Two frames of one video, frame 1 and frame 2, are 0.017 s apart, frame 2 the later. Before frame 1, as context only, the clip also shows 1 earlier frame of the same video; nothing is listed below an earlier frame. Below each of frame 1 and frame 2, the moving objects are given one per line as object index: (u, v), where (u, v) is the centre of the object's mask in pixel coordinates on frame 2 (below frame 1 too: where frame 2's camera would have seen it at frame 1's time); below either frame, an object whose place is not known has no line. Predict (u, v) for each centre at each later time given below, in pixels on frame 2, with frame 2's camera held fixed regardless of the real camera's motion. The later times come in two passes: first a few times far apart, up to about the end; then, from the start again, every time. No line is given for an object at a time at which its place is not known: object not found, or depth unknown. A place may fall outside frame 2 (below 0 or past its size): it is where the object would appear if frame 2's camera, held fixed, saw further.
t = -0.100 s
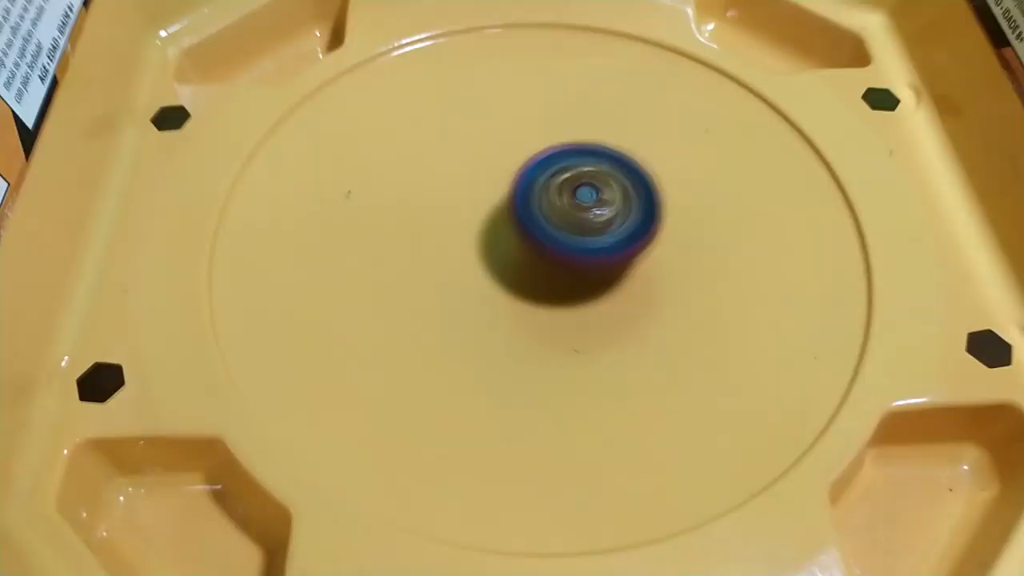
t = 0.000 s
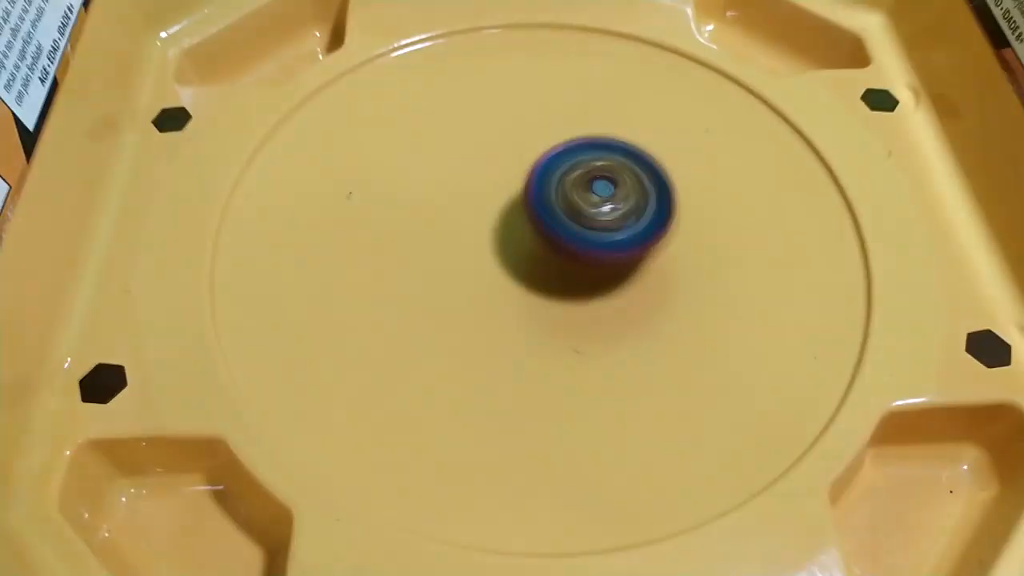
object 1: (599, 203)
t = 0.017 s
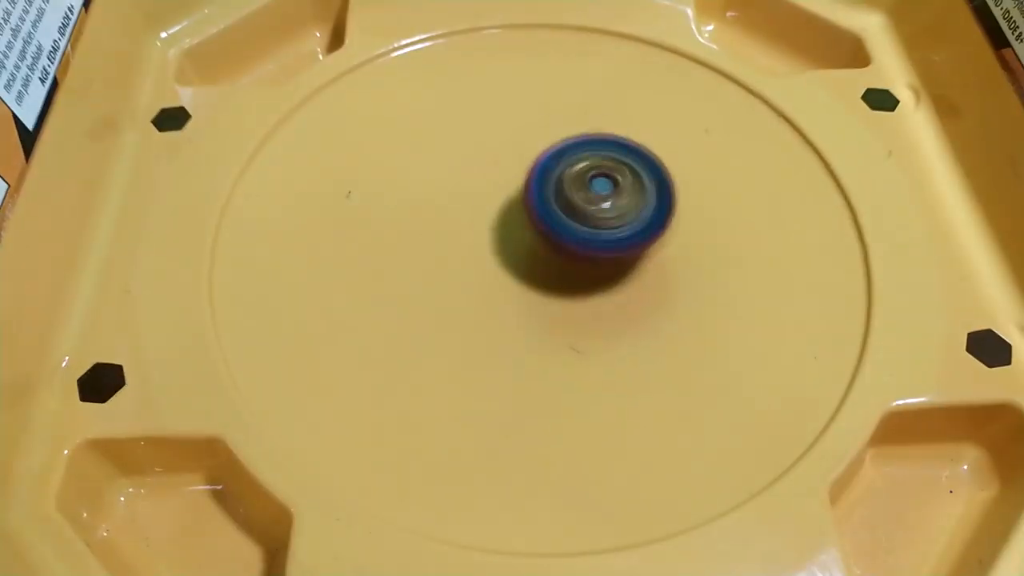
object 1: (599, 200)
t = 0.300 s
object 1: (509, 184)
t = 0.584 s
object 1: (570, 222)
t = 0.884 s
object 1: (560, 225)
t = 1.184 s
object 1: (575, 228)
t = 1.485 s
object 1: (561, 250)
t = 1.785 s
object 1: (549, 248)
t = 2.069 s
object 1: (536, 251)
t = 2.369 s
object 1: (516, 248)
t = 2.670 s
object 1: (503, 243)
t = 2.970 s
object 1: (499, 236)
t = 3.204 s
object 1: (505, 231)
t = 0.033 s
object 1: (598, 199)
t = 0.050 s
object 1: (596, 192)
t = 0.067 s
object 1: (594, 190)
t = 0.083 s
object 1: (589, 182)
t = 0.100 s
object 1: (583, 181)
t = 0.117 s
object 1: (577, 173)
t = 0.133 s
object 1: (571, 172)
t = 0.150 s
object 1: (563, 170)
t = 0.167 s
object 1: (555, 168)
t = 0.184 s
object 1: (547, 167)
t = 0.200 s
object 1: (540, 165)
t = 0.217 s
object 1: (534, 166)
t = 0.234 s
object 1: (526, 168)
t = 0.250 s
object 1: (520, 170)
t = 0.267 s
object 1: (516, 173)
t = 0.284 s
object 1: (513, 176)
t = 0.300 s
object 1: (509, 184)
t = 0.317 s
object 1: (508, 188)
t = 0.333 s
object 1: (511, 195)
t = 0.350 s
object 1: (514, 199)
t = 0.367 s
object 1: (516, 202)
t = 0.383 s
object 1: (520, 204)
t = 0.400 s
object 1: (525, 206)
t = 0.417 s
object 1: (529, 210)
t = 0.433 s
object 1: (534, 212)
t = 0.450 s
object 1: (536, 218)
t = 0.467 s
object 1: (543, 215)
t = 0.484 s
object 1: (548, 216)
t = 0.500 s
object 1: (551, 221)
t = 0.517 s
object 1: (557, 219)
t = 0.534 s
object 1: (559, 222)
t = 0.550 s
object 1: (564, 219)
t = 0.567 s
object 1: (567, 222)
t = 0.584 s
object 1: (570, 222)
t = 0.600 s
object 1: (572, 223)
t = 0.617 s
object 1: (573, 223)
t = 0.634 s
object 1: (573, 223)
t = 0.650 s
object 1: (575, 223)
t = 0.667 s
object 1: (576, 223)
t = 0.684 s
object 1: (575, 223)
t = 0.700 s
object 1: (574, 224)
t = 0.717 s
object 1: (573, 225)
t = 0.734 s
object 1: (572, 224)
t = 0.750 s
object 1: (571, 224)
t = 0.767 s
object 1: (570, 225)
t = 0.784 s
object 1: (568, 225)
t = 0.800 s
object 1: (566, 226)
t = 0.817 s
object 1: (564, 226)
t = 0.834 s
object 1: (563, 225)
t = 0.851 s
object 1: (562, 225)
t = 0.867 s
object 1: (561, 225)
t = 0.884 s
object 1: (560, 225)
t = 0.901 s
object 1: (558, 224)
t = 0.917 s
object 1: (557, 223)
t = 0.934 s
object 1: (556, 222)
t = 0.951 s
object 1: (557, 222)
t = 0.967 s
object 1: (557, 221)
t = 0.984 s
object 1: (558, 221)
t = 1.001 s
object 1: (558, 221)
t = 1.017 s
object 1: (558, 221)
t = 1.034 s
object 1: (560, 220)
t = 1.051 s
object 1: (561, 221)
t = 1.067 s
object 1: (563, 221)
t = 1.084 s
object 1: (565, 221)
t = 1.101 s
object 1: (567, 222)
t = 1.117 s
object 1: (568, 224)
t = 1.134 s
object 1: (570, 224)
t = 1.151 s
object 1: (572, 225)
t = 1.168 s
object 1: (574, 226)
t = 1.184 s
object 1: (575, 228)
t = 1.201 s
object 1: (577, 230)
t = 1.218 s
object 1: (577, 233)
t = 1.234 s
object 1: (577, 235)
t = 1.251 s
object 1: (577, 237)
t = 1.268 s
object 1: (578, 239)
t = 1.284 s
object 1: (577, 241)
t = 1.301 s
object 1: (579, 238)
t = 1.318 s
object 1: (578, 241)
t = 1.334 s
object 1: (577, 242)
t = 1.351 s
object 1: (575, 244)
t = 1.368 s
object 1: (573, 245)
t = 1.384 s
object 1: (572, 245)
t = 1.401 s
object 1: (571, 247)
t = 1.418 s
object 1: (569, 248)
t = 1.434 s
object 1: (567, 249)
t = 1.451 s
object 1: (565, 250)
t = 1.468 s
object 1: (563, 250)
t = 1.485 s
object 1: (561, 250)
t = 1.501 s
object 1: (559, 250)
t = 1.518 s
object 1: (558, 250)
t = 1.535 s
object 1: (556, 250)
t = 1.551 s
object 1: (555, 249)
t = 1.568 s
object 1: (554, 249)
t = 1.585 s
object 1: (552, 249)
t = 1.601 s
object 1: (551, 249)
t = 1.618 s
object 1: (550, 249)
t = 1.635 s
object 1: (549, 249)
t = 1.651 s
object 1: (549, 248)
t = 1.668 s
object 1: (549, 247)
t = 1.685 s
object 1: (549, 247)
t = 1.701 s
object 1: (550, 248)
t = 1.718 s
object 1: (550, 248)
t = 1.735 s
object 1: (550, 247)
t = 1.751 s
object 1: (549, 247)
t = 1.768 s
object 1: (549, 248)
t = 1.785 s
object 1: (549, 248)
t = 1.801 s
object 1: (550, 248)
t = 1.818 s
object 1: (550, 248)
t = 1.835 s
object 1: (550, 248)
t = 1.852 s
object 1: (549, 249)
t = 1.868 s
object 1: (549, 249)
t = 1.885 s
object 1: (548, 250)
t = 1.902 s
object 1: (547, 250)
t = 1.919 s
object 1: (545, 250)
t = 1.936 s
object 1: (545, 250)
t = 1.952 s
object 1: (544, 250)
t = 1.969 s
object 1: (543, 250)
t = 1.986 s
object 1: (542, 250)
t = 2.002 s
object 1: (541, 251)
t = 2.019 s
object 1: (540, 251)
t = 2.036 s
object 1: (539, 251)
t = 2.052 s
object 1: (537, 251)
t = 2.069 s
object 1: (536, 251)
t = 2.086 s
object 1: (535, 250)
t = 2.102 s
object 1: (534, 250)
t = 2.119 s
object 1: (532, 250)
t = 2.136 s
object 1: (531, 249)
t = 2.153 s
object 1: (530, 249)
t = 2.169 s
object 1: (529, 249)
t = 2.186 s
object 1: (528, 249)
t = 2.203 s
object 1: (527, 250)
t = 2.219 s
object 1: (526, 250)
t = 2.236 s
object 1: (525, 250)
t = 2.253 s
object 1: (523, 250)
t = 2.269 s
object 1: (522, 249)
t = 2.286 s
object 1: (521, 249)
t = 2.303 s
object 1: (520, 249)
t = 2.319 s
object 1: (518, 249)
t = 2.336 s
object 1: (518, 248)
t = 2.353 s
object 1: (517, 248)
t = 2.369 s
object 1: (516, 248)
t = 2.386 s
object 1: (515, 247)
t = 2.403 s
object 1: (515, 248)
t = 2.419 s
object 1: (514, 247)
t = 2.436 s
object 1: (513, 247)
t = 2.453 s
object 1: (512, 248)
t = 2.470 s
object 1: (511, 248)
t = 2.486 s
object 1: (511, 247)
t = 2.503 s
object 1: (509, 246)
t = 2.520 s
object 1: (509, 246)
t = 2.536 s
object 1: (508, 246)
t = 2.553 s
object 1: (507, 246)
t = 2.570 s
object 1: (506, 245)
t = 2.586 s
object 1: (506, 245)
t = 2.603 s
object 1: (505, 245)
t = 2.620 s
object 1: (504, 244)
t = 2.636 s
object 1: (504, 244)
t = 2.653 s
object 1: (503, 243)
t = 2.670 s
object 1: (503, 243)
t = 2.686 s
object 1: (502, 243)
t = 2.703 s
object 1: (502, 242)
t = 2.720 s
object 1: (501, 242)
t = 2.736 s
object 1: (501, 242)
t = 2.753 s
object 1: (501, 242)
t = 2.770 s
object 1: (500, 242)
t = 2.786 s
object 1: (500, 242)
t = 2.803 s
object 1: (500, 242)
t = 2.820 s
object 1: (500, 242)
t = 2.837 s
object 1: (500, 241)
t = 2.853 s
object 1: (499, 241)
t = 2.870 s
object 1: (499, 240)
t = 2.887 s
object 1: (498, 239)
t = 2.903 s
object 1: (498, 239)
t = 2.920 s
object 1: (498, 238)
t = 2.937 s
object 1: (498, 238)
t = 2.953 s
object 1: (498, 237)
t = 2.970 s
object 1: (499, 236)
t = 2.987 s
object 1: (499, 235)
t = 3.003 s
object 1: (500, 235)
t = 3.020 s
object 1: (501, 235)
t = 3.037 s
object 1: (501, 234)
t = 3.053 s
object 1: (502, 234)
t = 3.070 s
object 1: (502, 233)
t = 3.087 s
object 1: (503, 232)
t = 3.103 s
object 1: (503, 232)
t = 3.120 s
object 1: (504, 232)
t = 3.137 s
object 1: (504, 231)
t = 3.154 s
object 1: (505, 231)
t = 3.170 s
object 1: (505, 231)
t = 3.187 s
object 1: (505, 231)
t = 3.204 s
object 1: (505, 231)
